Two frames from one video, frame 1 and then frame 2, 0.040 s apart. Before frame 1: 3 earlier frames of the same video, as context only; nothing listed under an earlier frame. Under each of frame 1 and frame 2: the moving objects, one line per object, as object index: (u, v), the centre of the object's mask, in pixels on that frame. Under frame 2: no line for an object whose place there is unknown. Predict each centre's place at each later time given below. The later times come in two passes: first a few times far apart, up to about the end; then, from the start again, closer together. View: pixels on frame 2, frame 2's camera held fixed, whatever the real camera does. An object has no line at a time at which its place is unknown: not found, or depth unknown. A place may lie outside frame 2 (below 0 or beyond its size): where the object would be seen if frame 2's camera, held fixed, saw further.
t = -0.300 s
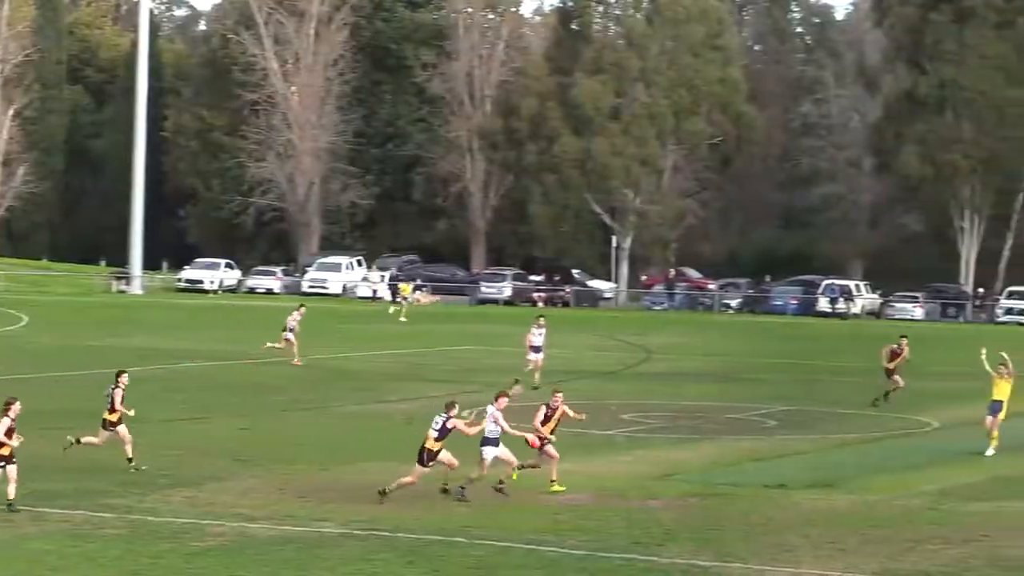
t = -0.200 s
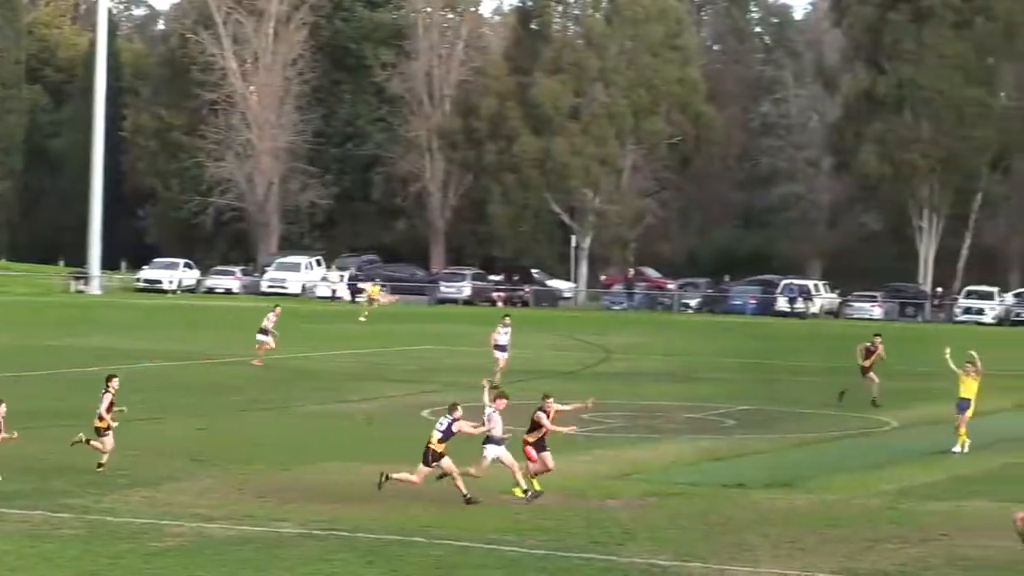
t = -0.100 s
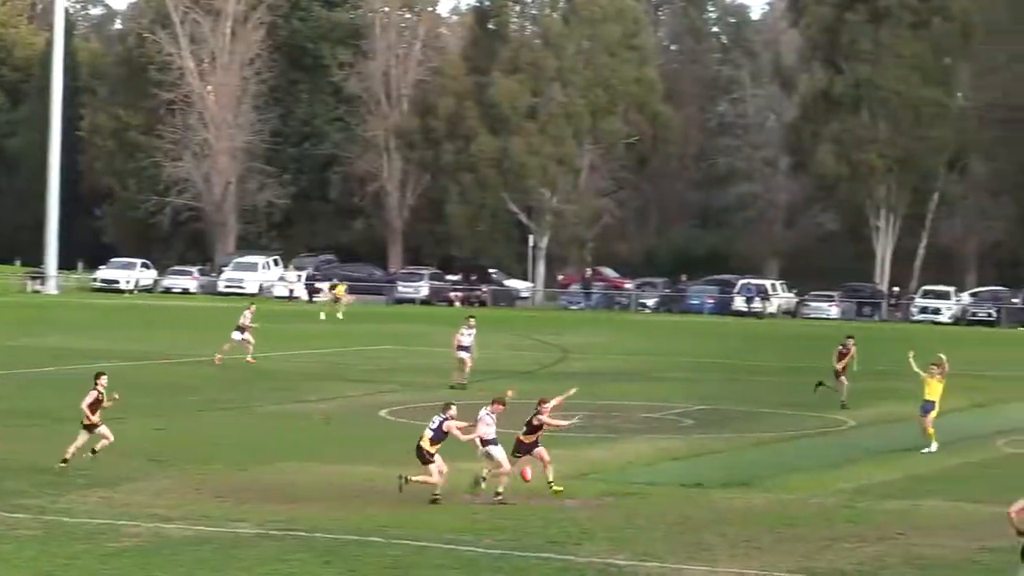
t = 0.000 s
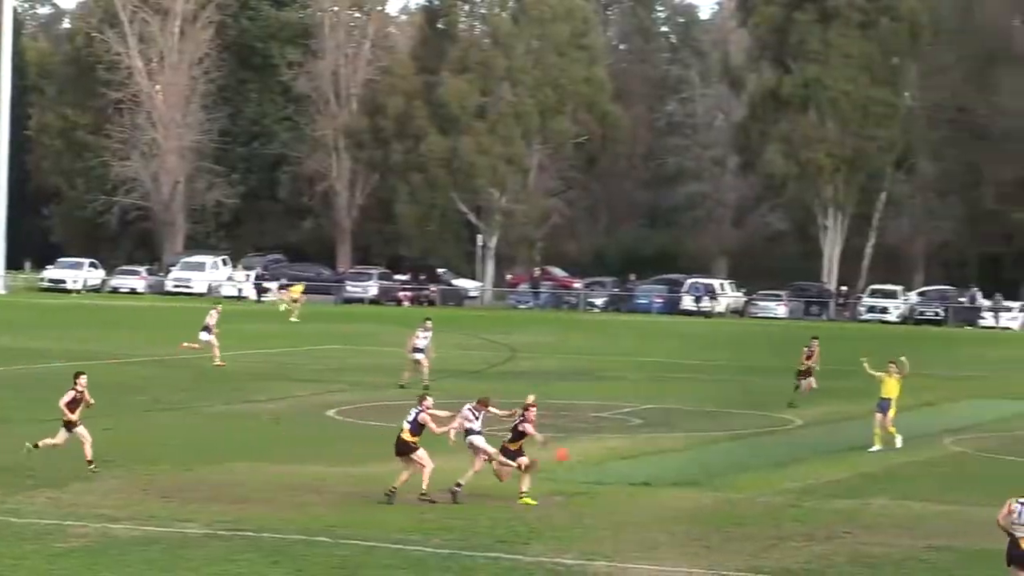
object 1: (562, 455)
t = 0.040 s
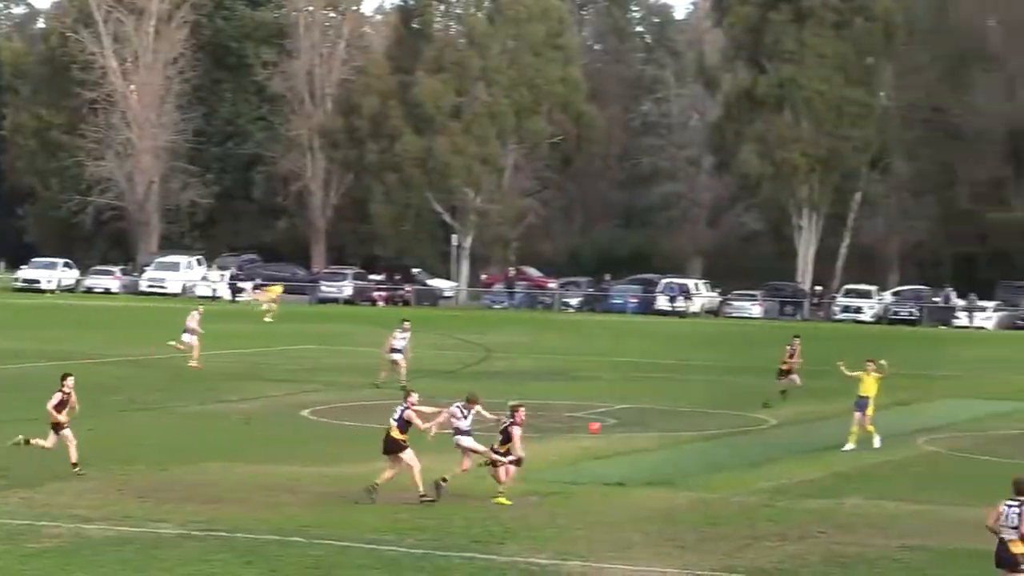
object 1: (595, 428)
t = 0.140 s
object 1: (733, 363)
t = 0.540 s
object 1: (1334, 146)
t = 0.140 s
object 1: (733, 363)
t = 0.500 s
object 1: (1269, 165)
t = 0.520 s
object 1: (1302, 155)
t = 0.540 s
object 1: (1334, 146)
